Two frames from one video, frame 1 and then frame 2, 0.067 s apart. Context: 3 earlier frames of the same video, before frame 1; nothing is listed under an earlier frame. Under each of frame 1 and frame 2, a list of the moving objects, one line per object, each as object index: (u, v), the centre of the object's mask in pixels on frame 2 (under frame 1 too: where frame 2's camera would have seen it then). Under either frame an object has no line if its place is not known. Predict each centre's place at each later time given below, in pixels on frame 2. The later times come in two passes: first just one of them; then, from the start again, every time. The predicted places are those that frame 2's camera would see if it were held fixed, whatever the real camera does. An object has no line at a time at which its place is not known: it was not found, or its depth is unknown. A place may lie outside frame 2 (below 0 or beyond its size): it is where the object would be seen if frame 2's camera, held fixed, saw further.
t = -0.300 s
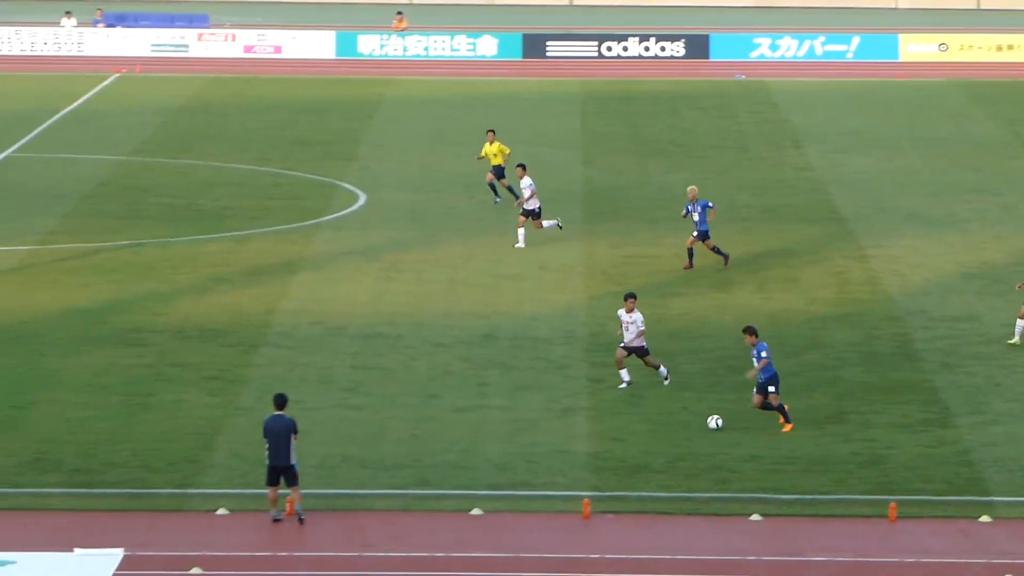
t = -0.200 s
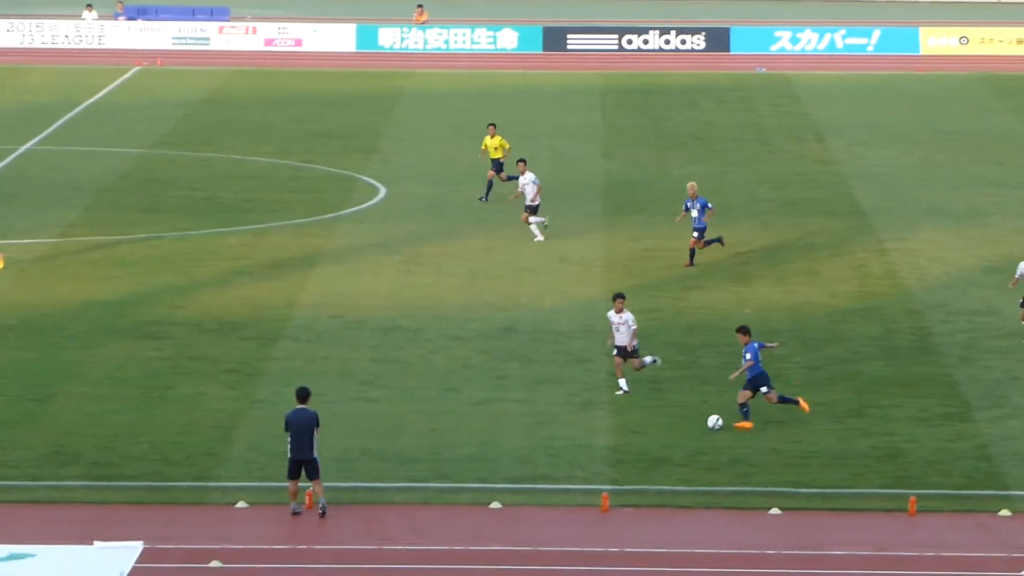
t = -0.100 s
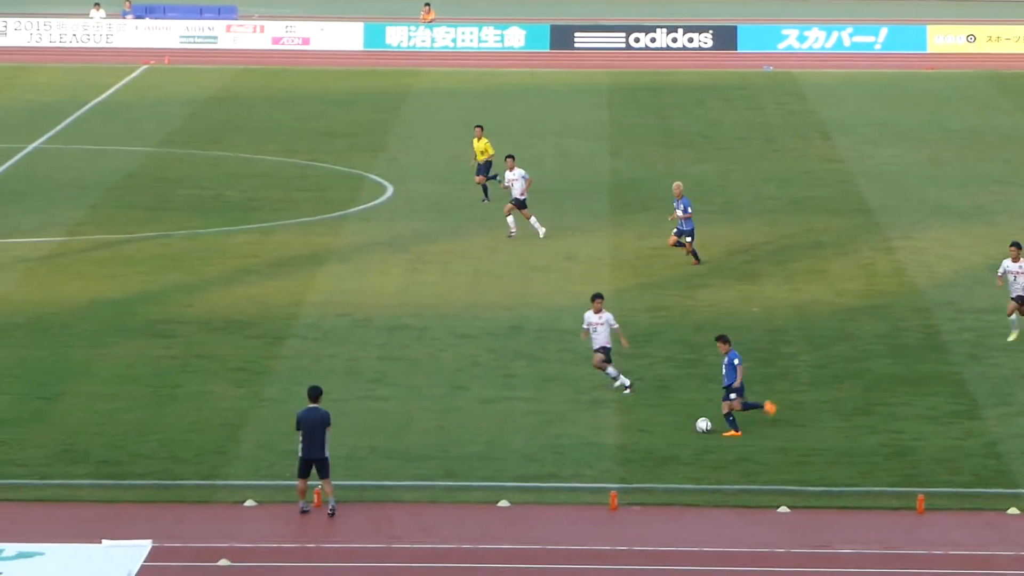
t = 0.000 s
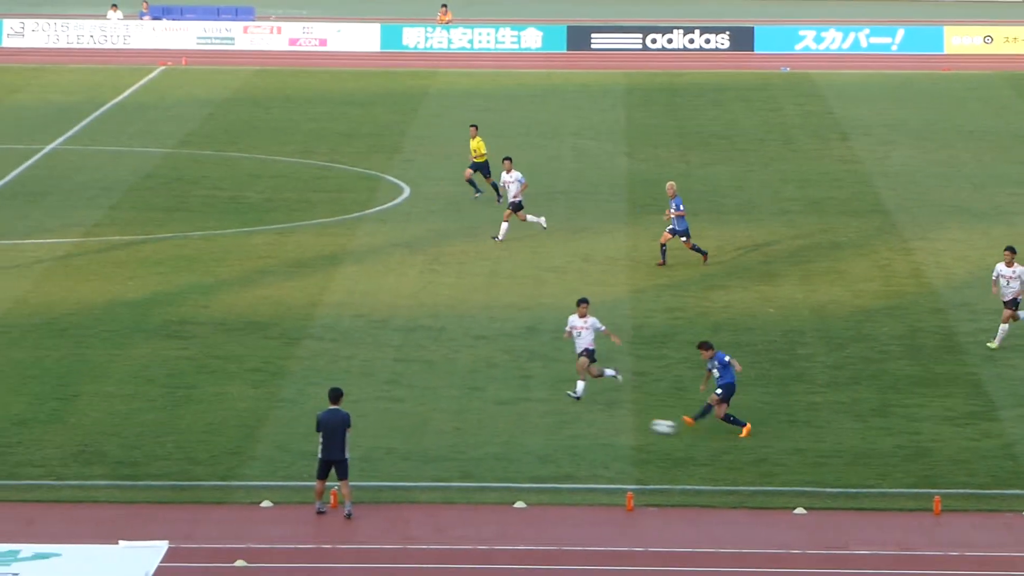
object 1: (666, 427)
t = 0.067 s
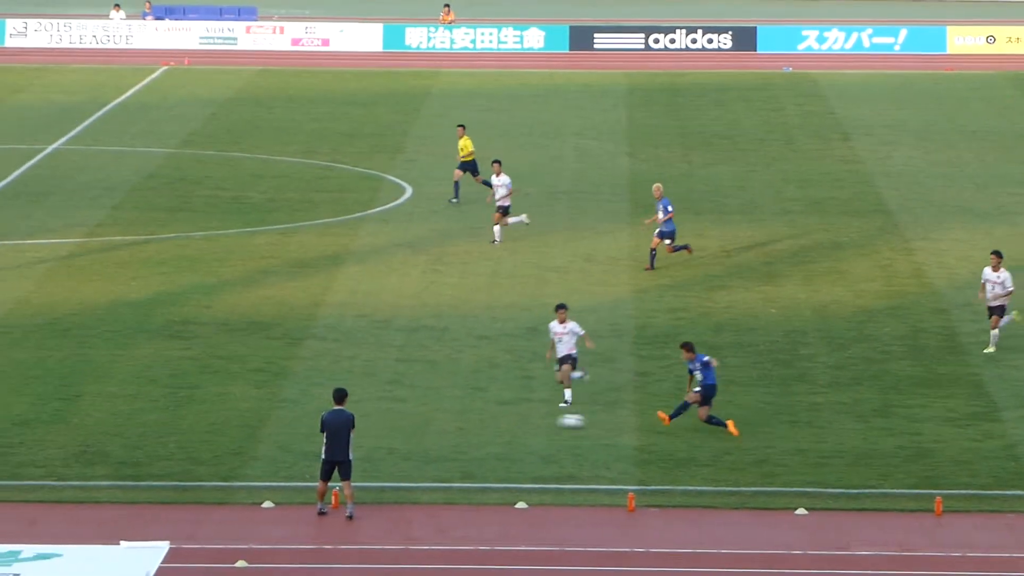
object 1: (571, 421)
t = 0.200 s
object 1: (402, 409)
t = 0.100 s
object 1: (526, 419)
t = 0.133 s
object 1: (483, 415)
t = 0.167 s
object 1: (442, 412)
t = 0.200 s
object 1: (402, 409)
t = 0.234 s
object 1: (363, 407)
